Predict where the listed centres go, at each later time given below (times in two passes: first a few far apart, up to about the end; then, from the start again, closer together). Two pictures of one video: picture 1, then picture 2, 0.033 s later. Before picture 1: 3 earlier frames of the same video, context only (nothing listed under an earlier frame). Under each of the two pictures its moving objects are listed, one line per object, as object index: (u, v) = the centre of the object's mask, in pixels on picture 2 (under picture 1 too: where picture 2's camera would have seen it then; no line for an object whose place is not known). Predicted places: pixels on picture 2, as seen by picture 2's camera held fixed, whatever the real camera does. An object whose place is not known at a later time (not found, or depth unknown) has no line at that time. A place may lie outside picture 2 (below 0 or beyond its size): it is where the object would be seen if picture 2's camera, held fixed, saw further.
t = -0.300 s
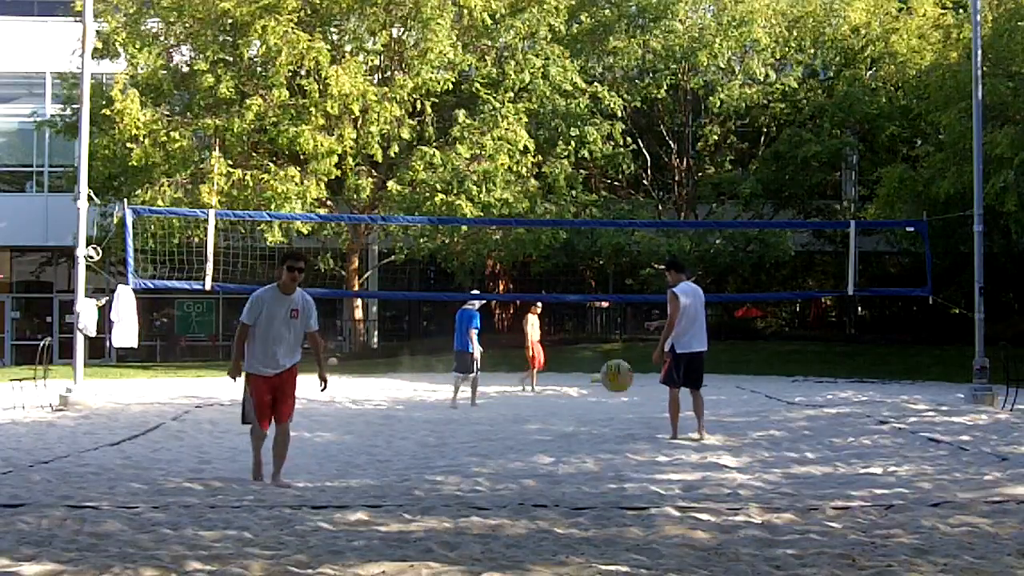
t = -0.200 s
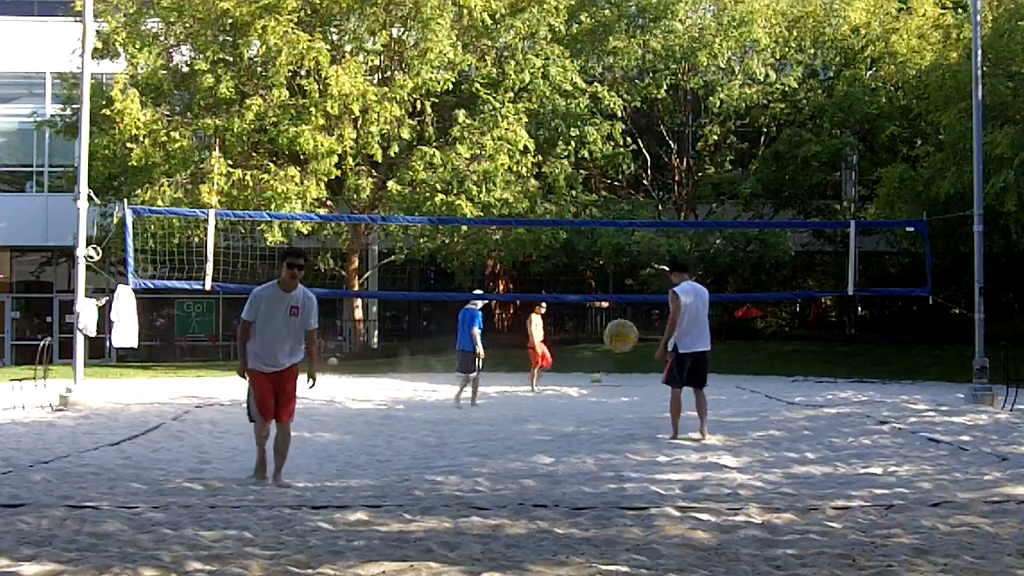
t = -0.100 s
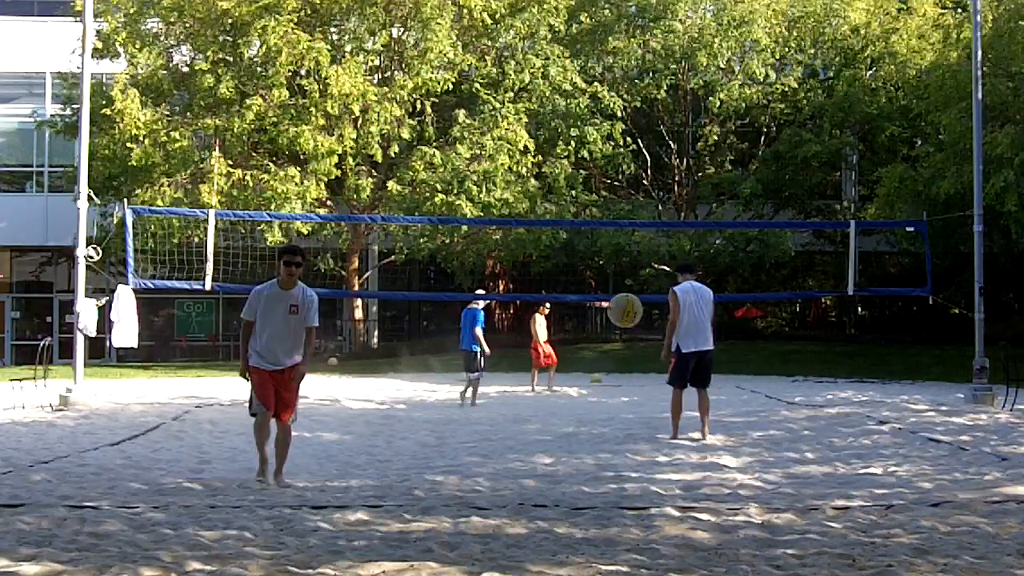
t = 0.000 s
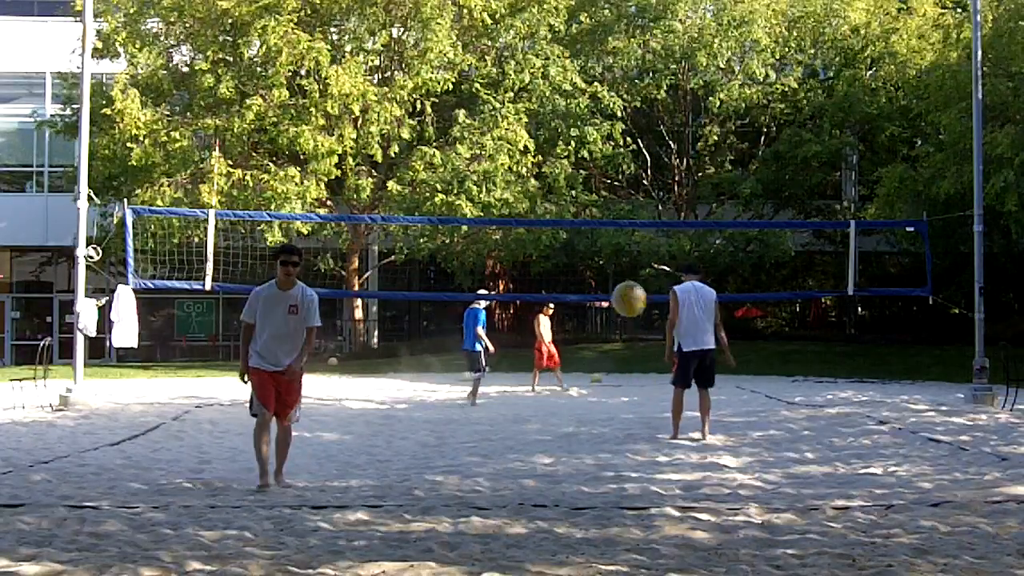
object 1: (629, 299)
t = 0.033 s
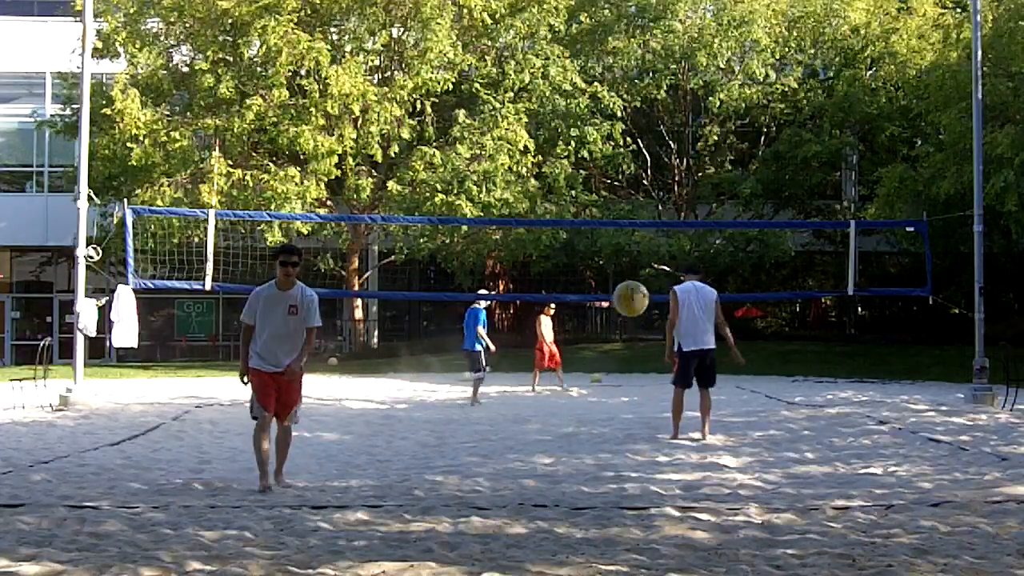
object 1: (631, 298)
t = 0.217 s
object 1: (638, 329)
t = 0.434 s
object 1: (647, 443)
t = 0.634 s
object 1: (621, 497)
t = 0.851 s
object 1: (557, 512)
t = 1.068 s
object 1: (494, 536)
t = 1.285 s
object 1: (440, 542)
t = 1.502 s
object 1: (391, 548)
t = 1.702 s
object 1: (345, 551)
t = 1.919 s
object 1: (303, 555)
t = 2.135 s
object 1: (267, 557)
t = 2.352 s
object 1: (249, 556)
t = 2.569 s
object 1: (249, 555)
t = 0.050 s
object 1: (632, 299)
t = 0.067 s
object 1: (632, 300)
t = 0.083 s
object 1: (633, 301)
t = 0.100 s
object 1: (634, 303)
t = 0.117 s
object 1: (634, 305)
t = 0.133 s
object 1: (635, 308)
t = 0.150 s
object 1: (635, 311)
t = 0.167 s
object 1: (636, 315)
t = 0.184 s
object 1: (637, 319)
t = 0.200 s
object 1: (638, 324)
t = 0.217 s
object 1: (638, 329)
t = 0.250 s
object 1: (639, 341)
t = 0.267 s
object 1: (640, 348)
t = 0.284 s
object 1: (641, 355)
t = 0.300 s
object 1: (641, 362)
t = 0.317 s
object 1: (642, 370)
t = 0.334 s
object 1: (643, 379)
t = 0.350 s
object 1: (644, 388)
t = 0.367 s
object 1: (644, 398)
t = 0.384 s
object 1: (645, 408)
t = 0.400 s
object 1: (646, 419)
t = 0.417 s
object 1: (647, 430)
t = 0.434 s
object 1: (647, 443)
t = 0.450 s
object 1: (648, 455)
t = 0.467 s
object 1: (648, 468)
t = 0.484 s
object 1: (649, 481)
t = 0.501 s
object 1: (651, 496)
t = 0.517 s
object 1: (651, 511)
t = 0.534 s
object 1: (648, 517)
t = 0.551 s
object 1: (646, 512)
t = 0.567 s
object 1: (642, 507)
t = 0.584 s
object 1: (638, 504)
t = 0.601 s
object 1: (632, 501)
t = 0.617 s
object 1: (627, 498)
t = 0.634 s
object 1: (621, 497)
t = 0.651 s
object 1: (617, 494)
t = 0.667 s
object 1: (612, 493)
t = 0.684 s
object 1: (608, 492)
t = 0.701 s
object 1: (603, 492)
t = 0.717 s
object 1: (598, 492)
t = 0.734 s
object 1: (593, 491)
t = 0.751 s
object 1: (589, 493)
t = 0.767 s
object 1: (584, 494)
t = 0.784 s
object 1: (578, 498)
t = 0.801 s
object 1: (573, 500)
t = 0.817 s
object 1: (568, 504)
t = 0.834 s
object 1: (563, 508)
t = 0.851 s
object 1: (557, 512)
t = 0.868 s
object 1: (552, 517)
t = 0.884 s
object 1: (547, 524)
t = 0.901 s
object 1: (542, 530)
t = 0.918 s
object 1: (537, 530)
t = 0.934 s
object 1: (531, 529)
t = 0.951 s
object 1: (527, 530)
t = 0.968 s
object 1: (522, 528)
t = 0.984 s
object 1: (518, 528)
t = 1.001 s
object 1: (514, 528)
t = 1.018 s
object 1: (509, 529)
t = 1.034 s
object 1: (505, 531)
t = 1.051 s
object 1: (500, 533)
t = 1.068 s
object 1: (494, 536)
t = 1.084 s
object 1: (490, 538)
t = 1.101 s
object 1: (486, 539)
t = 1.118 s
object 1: (482, 539)
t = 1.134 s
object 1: (478, 538)
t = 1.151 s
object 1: (473, 538)
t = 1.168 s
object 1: (468, 539)
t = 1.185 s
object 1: (463, 539)
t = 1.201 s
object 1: (460, 540)
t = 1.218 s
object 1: (456, 541)
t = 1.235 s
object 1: (451, 541)
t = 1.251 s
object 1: (448, 543)
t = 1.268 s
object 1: (444, 543)
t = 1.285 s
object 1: (440, 542)
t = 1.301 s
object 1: (437, 540)
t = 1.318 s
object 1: (433, 540)
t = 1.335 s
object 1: (429, 539)
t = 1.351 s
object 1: (426, 539)
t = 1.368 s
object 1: (422, 539)
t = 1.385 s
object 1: (418, 540)
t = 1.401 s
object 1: (414, 541)
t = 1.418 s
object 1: (411, 543)
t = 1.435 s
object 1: (408, 544)
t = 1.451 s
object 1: (404, 546)
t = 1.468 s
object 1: (400, 546)
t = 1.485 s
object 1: (395, 547)
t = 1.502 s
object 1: (391, 548)
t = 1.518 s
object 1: (387, 548)
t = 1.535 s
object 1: (383, 548)
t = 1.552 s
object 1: (380, 549)
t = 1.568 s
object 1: (375, 550)
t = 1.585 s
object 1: (371, 552)
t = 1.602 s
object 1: (368, 553)
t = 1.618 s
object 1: (365, 554)
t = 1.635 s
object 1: (359, 553)
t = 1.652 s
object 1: (356, 553)
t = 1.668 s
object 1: (353, 553)
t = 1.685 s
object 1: (348, 553)
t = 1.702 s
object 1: (345, 551)
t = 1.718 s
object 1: (342, 551)
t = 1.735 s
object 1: (337, 551)
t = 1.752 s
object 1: (334, 551)
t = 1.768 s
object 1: (330, 550)
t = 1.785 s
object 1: (328, 550)
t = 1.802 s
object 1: (325, 550)
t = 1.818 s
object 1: (322, 551)
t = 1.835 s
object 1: (319, 551)
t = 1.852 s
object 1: (316, 551)
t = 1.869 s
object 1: (311, 552)
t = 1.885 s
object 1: (308, 553)
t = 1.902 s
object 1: (306, 554)
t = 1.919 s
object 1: (303, 555)
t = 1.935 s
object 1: (301, 555)
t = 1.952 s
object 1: (299, 555)
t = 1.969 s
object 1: (295, 555)
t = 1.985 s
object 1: (294, 556)
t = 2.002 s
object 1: (290, 556)
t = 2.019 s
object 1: (288, 556)
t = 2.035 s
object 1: (283, 556)
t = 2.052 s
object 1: (280, 556)
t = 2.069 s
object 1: (279, 557)
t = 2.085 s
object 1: (275, 557)
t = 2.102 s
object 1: (272, 558)
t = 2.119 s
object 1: (269, 558)
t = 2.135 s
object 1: (267, 557)
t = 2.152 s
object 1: (265, 557)
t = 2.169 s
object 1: (264, 557)
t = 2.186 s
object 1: (262, 557)
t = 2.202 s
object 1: (260, 557)
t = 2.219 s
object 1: (258, 556)
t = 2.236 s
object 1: (257, 557)
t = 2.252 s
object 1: (255, 556)
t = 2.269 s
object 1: (255, 556)
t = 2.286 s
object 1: (254, 556)
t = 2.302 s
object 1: (252, 556)
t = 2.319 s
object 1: (251, 556)
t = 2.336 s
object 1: (250, 556)
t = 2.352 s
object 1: (249, 556)
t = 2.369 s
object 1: (249, 556)
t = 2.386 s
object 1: (249, 556)
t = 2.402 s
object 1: (248, 556)
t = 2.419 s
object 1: (248, 556)
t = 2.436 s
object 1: (248, 556)
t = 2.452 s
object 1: (248, 556)
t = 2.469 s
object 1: (248, 556)
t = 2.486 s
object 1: (248, 556)
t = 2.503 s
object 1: (249, 556)
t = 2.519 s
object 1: (249, 556)
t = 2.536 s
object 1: (249, 556)
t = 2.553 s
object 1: (249, 556)
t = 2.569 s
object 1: (249, 555)
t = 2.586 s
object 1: (249, 555)
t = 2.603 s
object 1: (249, 555)
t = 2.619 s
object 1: (249, 555)
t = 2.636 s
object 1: (249, 555)
